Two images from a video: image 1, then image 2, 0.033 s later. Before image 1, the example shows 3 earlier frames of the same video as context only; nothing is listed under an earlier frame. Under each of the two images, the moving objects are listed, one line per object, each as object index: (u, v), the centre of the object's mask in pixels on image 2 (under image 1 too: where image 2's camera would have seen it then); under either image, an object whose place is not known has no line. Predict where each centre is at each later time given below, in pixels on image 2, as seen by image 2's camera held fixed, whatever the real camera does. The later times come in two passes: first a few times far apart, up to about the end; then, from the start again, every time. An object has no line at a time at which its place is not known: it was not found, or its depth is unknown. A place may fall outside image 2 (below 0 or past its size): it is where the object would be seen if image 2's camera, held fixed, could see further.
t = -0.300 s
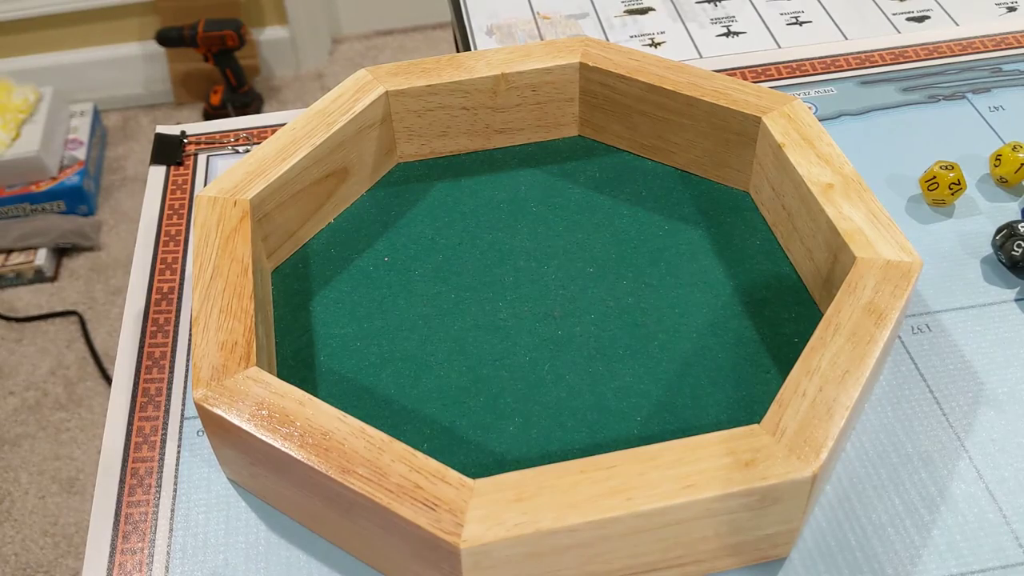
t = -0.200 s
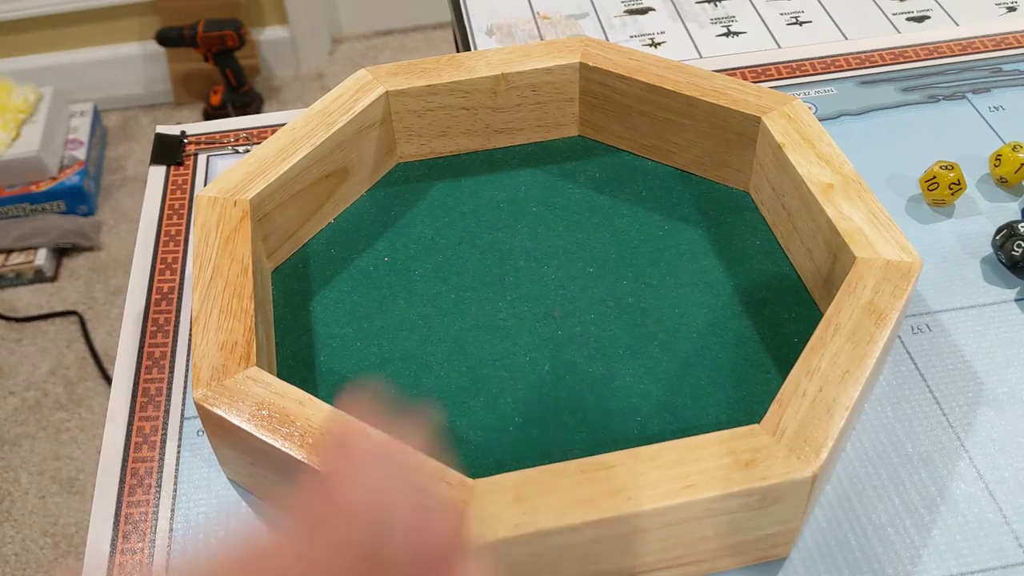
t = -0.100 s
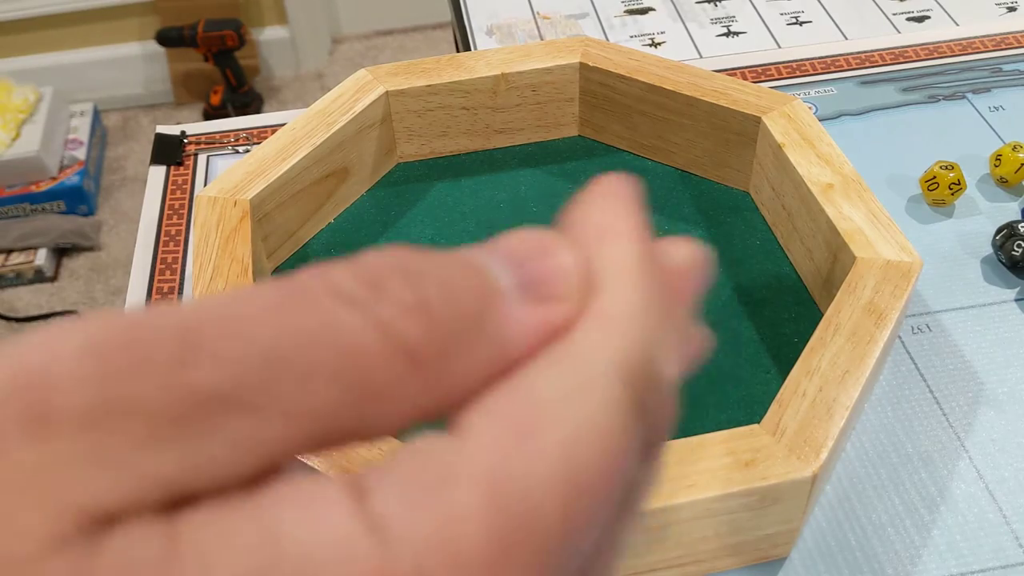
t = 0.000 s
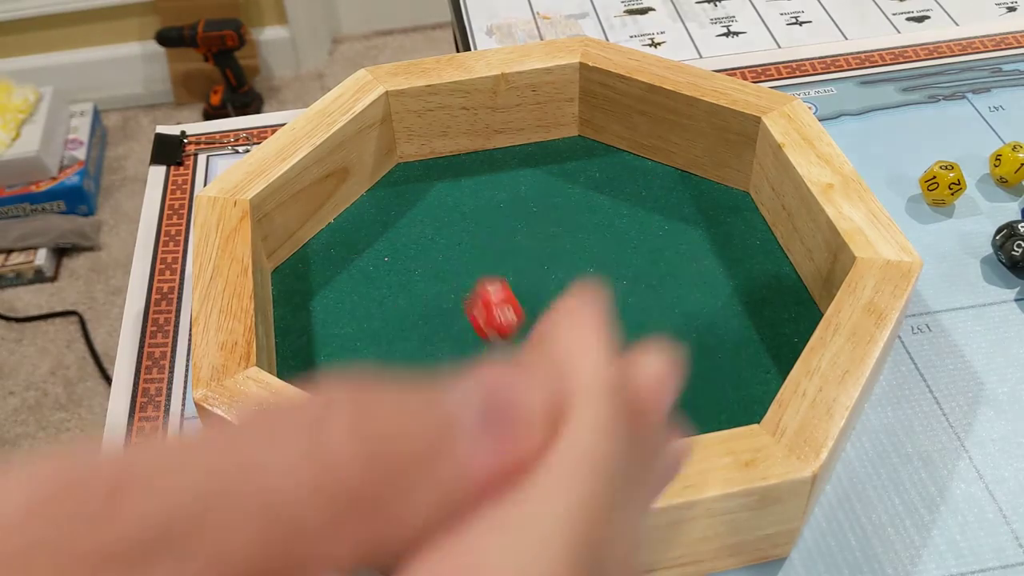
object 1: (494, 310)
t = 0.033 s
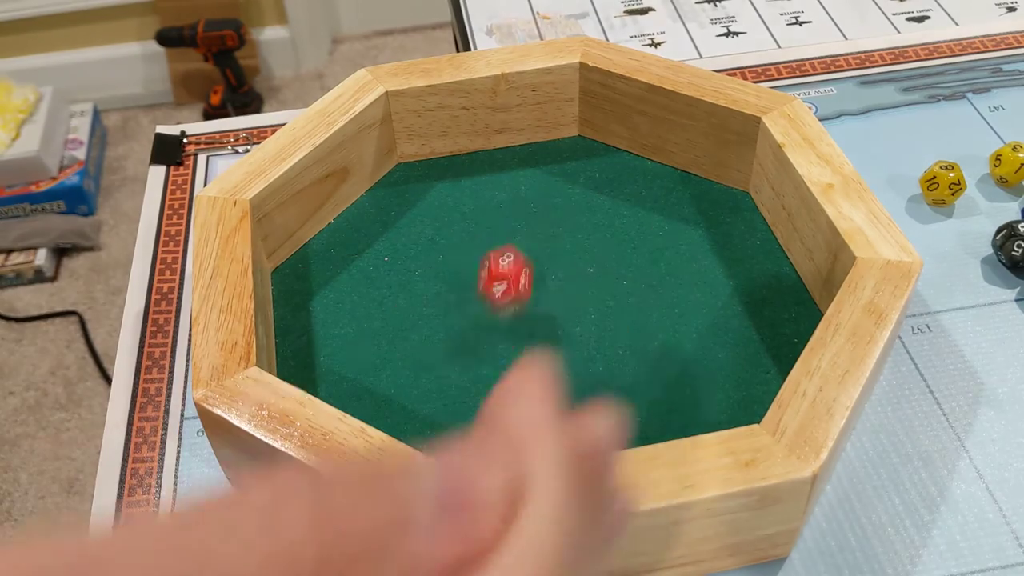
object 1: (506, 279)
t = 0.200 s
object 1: (529, 161)
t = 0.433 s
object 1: (545, 141)
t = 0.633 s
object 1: (545, 141)
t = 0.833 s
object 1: (545, 141)
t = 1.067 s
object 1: (545, 141)
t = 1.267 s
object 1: (545, 141)
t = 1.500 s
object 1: (545, 141)
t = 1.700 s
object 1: (545, 141)
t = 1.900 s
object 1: (545, 141)
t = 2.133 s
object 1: (544, 141)
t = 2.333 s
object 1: (544, 141)
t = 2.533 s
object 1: (544, 141)
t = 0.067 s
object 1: (510, 231)
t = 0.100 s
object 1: (516, 206)
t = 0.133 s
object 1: (523, 199)
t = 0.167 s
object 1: (526, 174)
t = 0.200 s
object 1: (529, 161)
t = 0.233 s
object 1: (531, 148)
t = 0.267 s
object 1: (532, 138)
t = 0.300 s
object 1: (534, 138)
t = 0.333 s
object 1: (538, 139)
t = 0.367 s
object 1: (544, 141)
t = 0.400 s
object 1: (545, 140)
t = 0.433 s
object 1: (545, 141)
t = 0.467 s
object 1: (545, 141)
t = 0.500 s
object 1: (545, 141)
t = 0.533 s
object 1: (545, 141)
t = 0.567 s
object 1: (545, 141)
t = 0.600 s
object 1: (545, 141)
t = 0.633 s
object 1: (545, 141)
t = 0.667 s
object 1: (545, 141)
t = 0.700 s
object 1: (545, 141)
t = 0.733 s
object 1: (545, 141)
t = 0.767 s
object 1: (545, 141)
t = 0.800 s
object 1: (545, 141)
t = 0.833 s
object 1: (545, 141)
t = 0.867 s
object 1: (545, 141)
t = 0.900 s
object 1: (545, 141)
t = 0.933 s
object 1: (545, 141)
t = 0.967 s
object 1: (545, 141)
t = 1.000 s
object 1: (545, 141)
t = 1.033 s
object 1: (545, 141)
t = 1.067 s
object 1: (545, 141)
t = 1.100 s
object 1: (545, 141)
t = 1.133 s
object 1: (545, 141)
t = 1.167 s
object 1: (545, 141)
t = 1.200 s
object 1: (545, 141)
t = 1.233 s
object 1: (545, 141)
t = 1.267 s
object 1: (545, 141)
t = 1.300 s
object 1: (545, 141)
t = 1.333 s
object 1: (545, 141)
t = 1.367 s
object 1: (545, 141)
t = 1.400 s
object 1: (545, 141)
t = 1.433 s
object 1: (545, 141)
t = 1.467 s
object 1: (545, 141)
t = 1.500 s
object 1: (545, 141)
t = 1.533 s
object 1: (545, 141)
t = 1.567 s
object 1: (545, 141)
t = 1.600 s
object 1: (545, 141)
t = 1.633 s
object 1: (545, 141)
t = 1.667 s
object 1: (545, 141)
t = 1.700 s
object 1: (545, 141)
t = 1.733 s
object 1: (545, 141)
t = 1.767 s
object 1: (545, 141)
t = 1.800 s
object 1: (545, 141)
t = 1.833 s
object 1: (545, 141)
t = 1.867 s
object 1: (545, 141)
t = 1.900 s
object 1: (545, 141)
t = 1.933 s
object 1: (545, 141)
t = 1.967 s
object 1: (545, 141)
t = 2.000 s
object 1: (544, 140)
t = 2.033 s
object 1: (545, 141)
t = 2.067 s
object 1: (544, 141)
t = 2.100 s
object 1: (544, 141)
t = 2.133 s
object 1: (544, 141)
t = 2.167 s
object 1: (544, 141)
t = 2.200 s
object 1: (544, 141)
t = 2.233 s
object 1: (544, 141)
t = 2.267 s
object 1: (544, 141)
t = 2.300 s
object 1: (544, 141)
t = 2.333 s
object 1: (544, 141)
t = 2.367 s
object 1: (544, 141)
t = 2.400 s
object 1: (545, 141)
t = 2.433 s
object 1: (544, 141)
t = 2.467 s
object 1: (544, 141)
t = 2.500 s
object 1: (544, 141)
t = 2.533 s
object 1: (544, 141)
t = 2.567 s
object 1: (545, 142)
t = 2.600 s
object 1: (545, 143)
